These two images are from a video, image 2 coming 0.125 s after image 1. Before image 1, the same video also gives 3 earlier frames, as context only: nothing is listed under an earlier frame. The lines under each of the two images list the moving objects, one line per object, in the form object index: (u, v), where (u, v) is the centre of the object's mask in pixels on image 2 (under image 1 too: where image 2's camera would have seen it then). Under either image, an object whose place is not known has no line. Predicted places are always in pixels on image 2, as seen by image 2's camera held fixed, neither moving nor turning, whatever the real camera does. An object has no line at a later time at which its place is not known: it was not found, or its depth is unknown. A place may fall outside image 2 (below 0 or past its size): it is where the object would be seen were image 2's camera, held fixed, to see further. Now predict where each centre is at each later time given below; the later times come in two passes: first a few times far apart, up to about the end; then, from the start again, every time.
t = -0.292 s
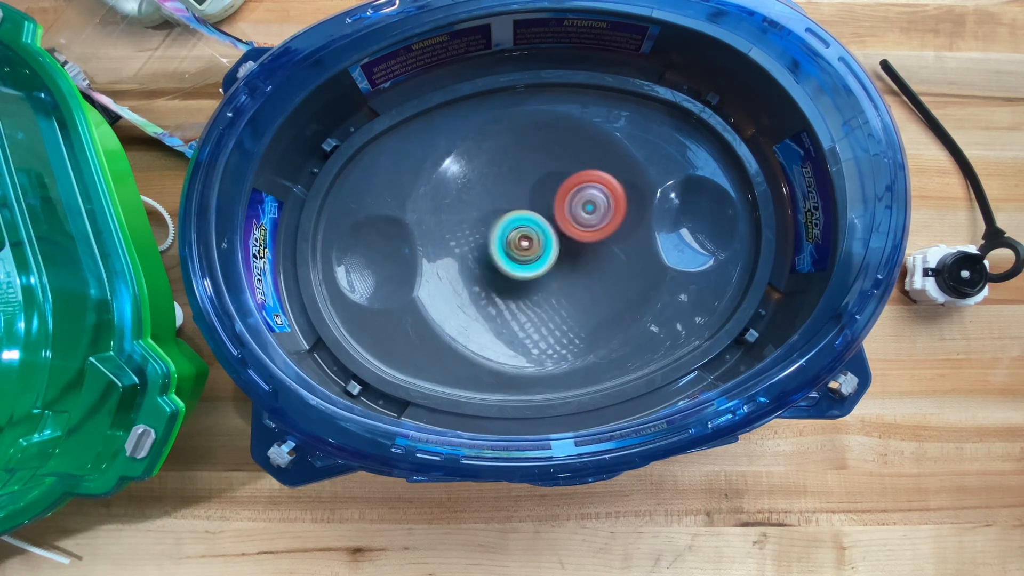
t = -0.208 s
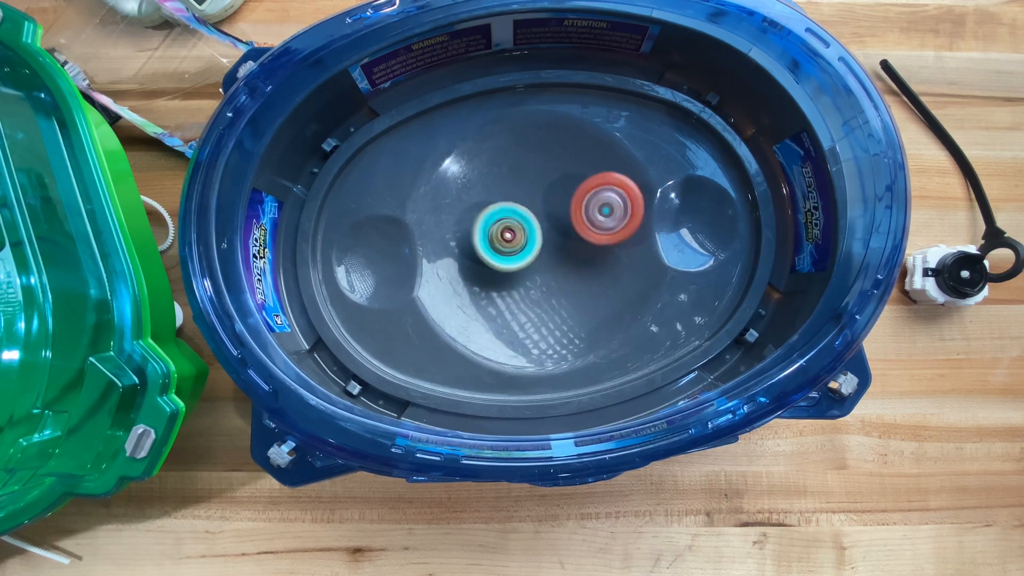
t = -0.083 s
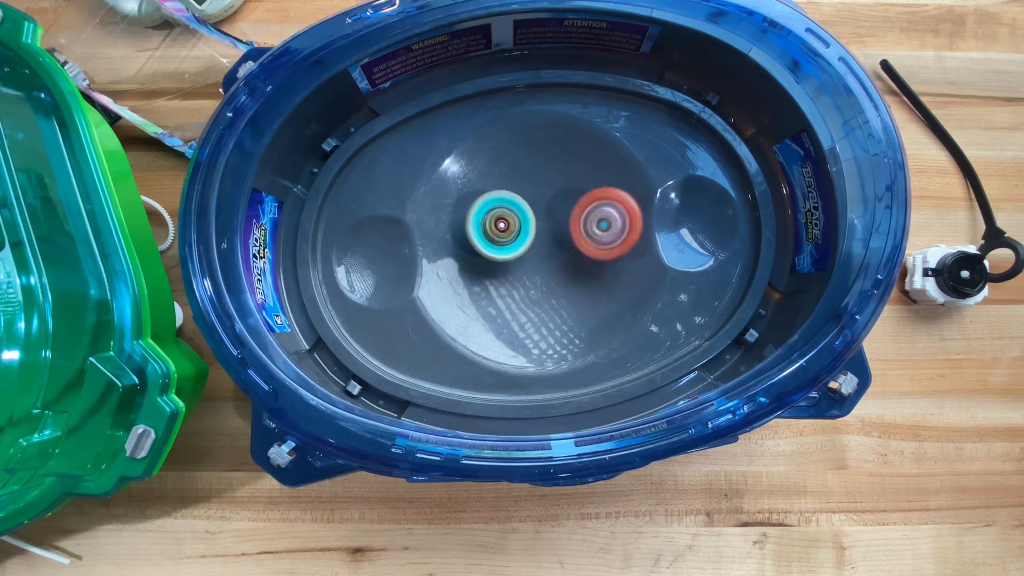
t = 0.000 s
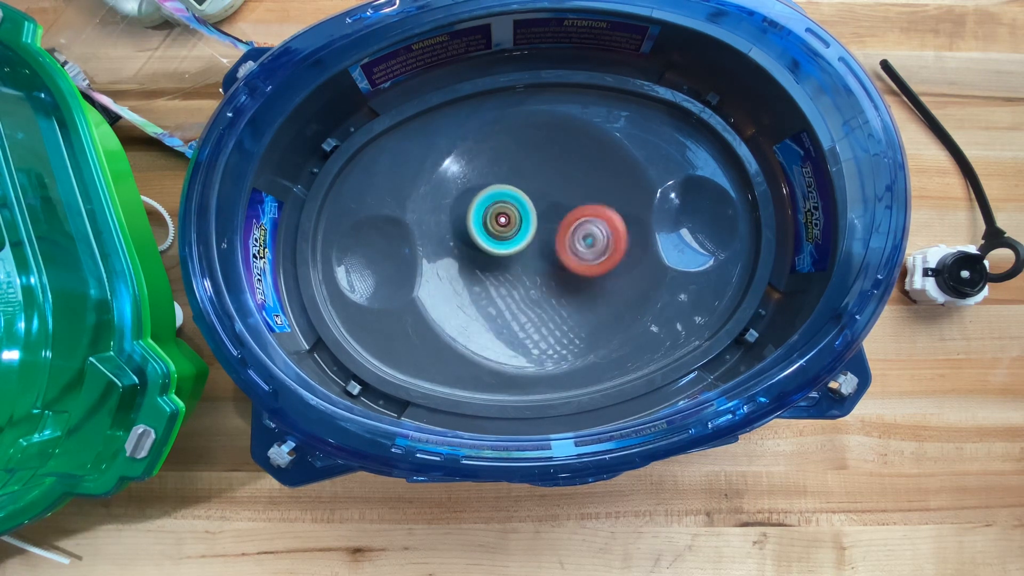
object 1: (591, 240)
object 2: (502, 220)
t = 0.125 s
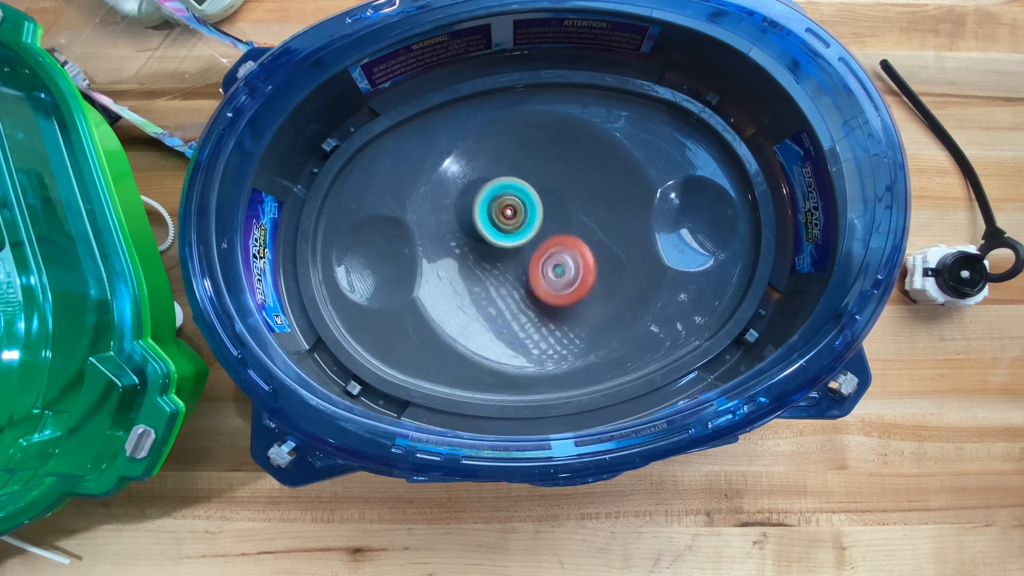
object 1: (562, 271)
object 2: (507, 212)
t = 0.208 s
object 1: (550, 290)
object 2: (508, 206)
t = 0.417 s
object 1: (519, 291)
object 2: (525, 212)
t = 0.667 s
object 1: (501, 260)
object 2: (559, 213)
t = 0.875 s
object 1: (505, 220)
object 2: (587, 228)
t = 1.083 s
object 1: (529, 192)
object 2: (574, 257)
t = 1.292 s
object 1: (551, 193)
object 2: (542, 268)
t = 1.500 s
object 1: (606, 207)
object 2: (501, 267)
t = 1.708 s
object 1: (596, 254)
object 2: (525, 236)
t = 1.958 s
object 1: (533, 274)
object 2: (559, 206)
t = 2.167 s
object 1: (519, 258)
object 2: (572, 247)
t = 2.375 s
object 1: (514, 249)
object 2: (549, 302)
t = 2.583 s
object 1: (528, 242)
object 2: (491, 286)
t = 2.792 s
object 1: (541, 237)
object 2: (482, 213)
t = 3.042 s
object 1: (558, 258)
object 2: (540, 206)
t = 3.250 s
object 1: (520, 285)
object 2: (615, 215)
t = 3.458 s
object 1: (495, 279)
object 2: (589, 227)
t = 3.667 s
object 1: (481, 224)
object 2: (551, 233)
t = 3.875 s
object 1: (501, 192)
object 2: (551, 236)
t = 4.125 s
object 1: (591, 195)
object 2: (549, 273)
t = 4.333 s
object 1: (569, 225)
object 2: (523, 261)
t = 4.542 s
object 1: (559, 232)
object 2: (504, 257)
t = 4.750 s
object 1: (559, 232)
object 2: (504, 256)
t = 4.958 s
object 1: (559, 232)
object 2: (504, 256)
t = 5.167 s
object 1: (559, 232)
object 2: (504, 256)
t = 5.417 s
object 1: (559, 232)
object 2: (504, 256)
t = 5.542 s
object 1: (559, 232)
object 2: (504, 256)
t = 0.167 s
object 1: (556, 282)
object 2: (508, 208)
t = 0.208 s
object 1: (550, 290)
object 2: (508, 206)
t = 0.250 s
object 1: (543, 295)
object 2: (509, 205)
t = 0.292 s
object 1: (537, 298)
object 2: (513, 205)
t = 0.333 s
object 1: (530, 298)
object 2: (516, 206)
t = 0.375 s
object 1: (524, 295)
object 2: (520, 209)
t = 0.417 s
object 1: (519, 291)
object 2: (525, 212)
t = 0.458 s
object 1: (513, 284)
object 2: (530, 215)
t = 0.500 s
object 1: (507, 283)
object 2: (538, 210)
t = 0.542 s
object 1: (502, 281)
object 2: (545, 209)
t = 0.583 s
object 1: (499, 275)
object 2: (550, 209)
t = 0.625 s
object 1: (499, 268)
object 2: (555, 211)
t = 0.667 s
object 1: (501, 260)
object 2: (559, 213)
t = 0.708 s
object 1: (503, 250)
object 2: (563, 215)
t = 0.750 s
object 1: (502, 241)
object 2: (576, 217)
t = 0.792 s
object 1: (502, 235)
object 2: (585, 219)
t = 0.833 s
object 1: (502, 227)
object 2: (587, 225)
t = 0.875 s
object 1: (505, 220)
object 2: (587, 228)
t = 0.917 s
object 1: (509, 213)
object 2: (586, 232)
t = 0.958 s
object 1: (514, 208)
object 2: (584, 236)
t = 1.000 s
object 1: (520, 203)
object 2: (580, 241)
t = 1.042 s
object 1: (527, 200)
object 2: (576, 246)
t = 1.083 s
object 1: (529, 192)
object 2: (574, 257)
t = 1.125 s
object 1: (532, 187)
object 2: (570, 264)
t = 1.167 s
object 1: (536, 185)
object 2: (564, 269)
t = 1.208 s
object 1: (541, 185)
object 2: (557, 271)
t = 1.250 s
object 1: (545, 188)
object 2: (550, 271)
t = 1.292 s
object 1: (551, 193)
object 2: (542, 268)
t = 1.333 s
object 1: (557, 201)
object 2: (536, 264)
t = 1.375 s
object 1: (569, 202)
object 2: (526, 268)
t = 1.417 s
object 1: (584, 200)
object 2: (513, 270)
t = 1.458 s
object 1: (597, 201)
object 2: (505, 271)
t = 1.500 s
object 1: (606, 207)
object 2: (501, 267)
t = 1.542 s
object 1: (611, 215)
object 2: (502, 262)
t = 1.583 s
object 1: (612, 225)
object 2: (505, 257)
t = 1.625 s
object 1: (611, 236)
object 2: (511, 251)
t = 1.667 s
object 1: (606, 246)
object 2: (518, 244)
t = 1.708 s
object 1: (596, 254)
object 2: (525, 236)
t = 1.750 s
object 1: (584, 258)
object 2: (532, 229)
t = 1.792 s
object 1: (573, 264)
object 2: (538, 219)
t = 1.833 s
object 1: (563, 269)
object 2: (544, 210)
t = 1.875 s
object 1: (552, 273)
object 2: (549, 205)
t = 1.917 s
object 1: (541, 274)
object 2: (554, 204)
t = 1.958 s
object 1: (533, 274)
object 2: (559, 206)
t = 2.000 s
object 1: (526, 272)
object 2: (561, 212)
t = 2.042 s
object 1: (523, 269)
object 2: (564, 219)
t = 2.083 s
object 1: (522, 265)
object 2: (566, 226)
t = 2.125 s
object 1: (523, 262)
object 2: (567, 233)
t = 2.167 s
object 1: (519, 258)
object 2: (572, 247)
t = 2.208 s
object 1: (515, 254)
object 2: (573, 262)
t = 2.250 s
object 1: (512, 251)
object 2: (571, 276)
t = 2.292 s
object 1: (512, 249)
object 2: (567, 288)
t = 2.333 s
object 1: (513, 248)
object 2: (559, 297)
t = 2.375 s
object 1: (514, 249)
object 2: (549, 302)
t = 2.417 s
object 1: (515, 252)
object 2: (539, 304)
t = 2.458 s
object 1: (517, 253)
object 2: (528, 304)
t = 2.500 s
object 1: (520, 251)
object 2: (514, 302)
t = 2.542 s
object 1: (524, 247)
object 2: (501, 296)
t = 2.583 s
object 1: (528, 242)
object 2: (491, 286)
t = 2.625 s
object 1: (529, 239)
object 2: (485, 274)
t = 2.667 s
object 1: (529, 237)
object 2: (480, 259)
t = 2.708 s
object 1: (529, 236)
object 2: (477, 241)
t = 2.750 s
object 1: (534, 236)
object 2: (479, 227)
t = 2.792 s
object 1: (541, 237)
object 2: (482, 213)
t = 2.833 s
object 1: (547, 239)
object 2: (487, 206)
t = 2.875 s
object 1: (551, 241)
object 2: (494, 203)
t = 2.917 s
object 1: (554, 241)
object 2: (504, 202)
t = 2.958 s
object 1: (557, 248)
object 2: (516, 201)
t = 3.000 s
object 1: (558, 254)
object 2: (528, 203)
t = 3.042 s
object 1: (558, 258)
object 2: (540, 206)
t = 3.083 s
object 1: (558, 260)
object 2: (552, 210)
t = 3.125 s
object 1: (554, 263)
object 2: (571, 216)
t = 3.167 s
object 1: (541, 273)
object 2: (589, 221)
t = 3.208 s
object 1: (530, 281)
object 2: (605, 218)
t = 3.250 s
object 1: (520, 285)
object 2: (615, 215)
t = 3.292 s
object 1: (511, 289)
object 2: (618, 212)
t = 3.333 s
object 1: (505, 290)
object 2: (617, 211)
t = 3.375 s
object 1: (499, 289)
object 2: (611, 214)
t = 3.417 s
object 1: (497, 284)
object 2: (602, 220)
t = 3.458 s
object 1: (495, 279)
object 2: (589, 227)
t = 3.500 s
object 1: (494, 271)
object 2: (573, 232)
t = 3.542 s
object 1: (497, 260)
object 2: (558, 234)
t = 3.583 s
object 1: (498, 248)
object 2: (546, 235)
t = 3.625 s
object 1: (490, 238)
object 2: (547, 232)
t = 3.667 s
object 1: (481, 224)
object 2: (551, 233)
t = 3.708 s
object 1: (476, 214)
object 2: (554, 232)
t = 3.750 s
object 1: (476, 204)
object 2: (554, 231)
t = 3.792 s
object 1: (480, 197)
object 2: (554, 232)
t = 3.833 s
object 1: (489, 193)
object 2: (553, 234)
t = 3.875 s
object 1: (501, 192)
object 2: (551, 236)
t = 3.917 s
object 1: (515, 196)
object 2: (549, 239)
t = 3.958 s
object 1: (532, 194)
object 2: (547, 251)
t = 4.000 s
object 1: (551, 192)
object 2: (546, 261)
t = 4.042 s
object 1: (569, 191)
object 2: (547, 270)
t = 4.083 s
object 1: (583, 192)
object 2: (549, 273)
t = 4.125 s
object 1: (591, 195)
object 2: (549, 273)
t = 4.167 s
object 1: (593, 201)
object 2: (547, 272)
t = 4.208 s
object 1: (589, 208)
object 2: (543, 270)
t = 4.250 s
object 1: (581, 217)
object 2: (538, 265)
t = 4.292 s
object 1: (573, 223)
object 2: (531, 263)
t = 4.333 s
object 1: (569, 225)
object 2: (523, 261)
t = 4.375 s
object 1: (564, 228)
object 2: (516, 259)
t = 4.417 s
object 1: (560, 229)
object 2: (511, 258)
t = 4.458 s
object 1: (558, 232)
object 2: (508, 257)
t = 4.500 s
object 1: (558, 233)
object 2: (505, 257)
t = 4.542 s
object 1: (559, 232)
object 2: (504, 257)
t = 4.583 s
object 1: (561, 231)
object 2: (504, 256)
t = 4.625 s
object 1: (561, 230)
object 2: (505, 256)
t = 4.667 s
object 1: (561, 230)
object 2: (505, 256)
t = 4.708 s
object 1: (560, 231)
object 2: (505, 256)
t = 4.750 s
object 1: (559, 232)
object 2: (504, 256)
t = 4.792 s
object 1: (559, 232)
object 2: (504, 256)
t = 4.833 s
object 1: (559, 232)
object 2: (504, 256)
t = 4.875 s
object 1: (559, 232)
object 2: (504, 256)
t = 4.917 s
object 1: (559, 232)
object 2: (504, 256)
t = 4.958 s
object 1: (559, 232)
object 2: (504, 256)
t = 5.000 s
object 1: (559, 232)
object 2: (504, 256)
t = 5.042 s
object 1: (559, 232)
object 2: (504, 256)
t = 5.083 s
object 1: (559, 232)
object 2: (504, 256)
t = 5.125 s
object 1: (559, 232)
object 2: (504, 256)
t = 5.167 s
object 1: (559, 232)
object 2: (504, 256)
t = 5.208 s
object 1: (559, 232)
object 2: (504, 256)
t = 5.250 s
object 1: (559, 232)
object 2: (504, 256)
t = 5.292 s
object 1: (559, 232)
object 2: (504, 256)
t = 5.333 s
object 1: (559, 232)
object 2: (504, 256)
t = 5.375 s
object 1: (559, 232)
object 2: (504, 256)
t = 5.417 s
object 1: (559, 232)
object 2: (504, 256)
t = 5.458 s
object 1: (559, 232)
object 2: (504, 256)
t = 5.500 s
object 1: (559, 232)
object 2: (504, 256)
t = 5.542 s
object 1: (559, 232)
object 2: (504, 256)
